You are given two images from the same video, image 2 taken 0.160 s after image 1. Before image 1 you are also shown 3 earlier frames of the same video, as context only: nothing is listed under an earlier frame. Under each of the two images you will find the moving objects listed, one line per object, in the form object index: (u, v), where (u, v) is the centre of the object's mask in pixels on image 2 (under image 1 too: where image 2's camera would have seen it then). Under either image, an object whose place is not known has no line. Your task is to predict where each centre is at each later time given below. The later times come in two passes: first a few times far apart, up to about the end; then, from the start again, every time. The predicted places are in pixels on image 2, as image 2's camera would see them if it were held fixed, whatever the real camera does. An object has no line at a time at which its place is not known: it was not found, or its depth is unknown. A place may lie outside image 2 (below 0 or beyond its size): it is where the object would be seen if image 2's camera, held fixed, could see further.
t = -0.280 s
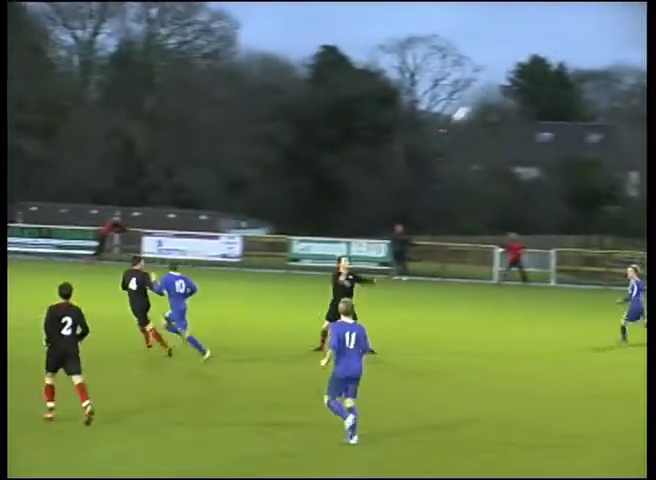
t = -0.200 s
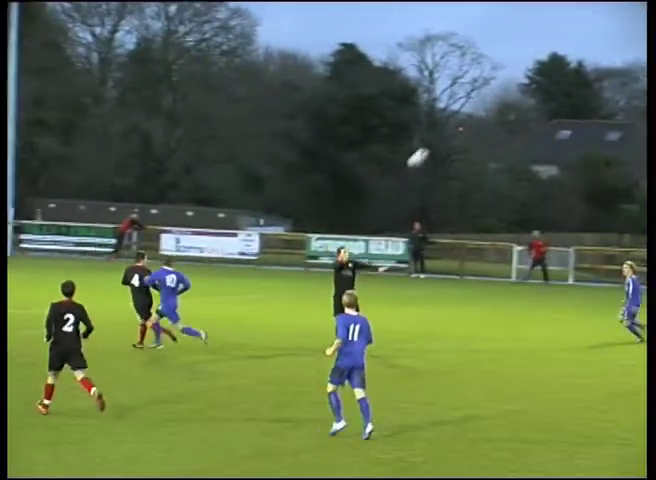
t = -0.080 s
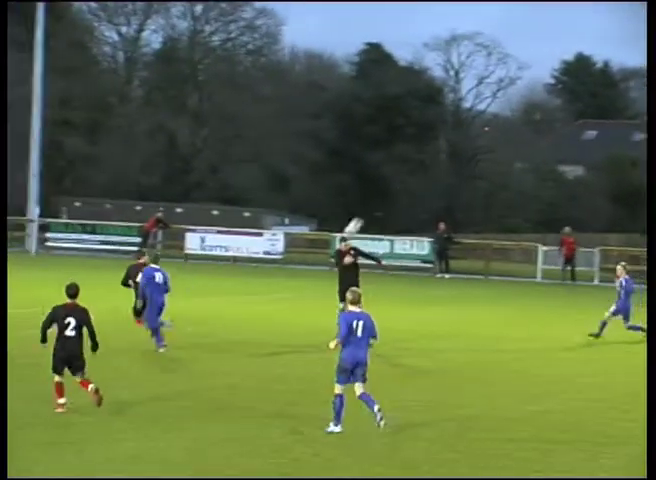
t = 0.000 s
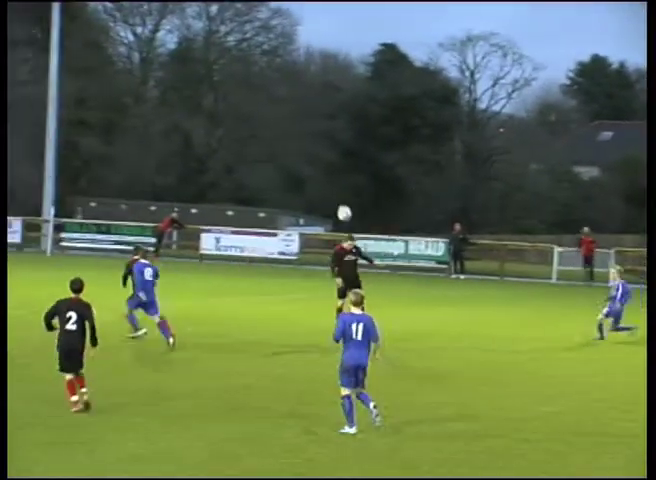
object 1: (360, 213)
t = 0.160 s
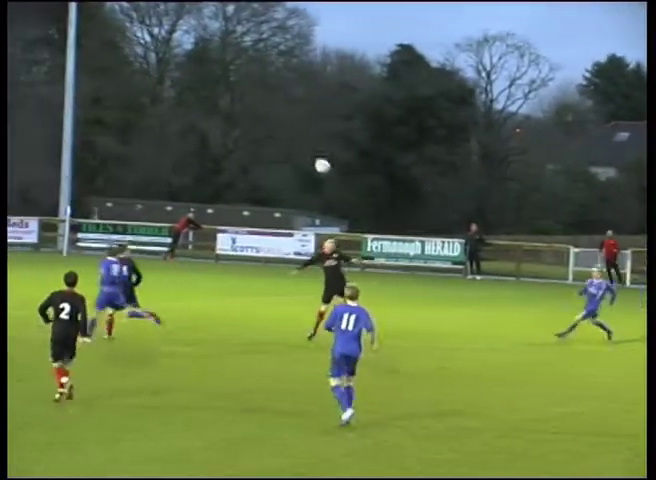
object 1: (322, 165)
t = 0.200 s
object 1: (311, 156)
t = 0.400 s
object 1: (253, 123)
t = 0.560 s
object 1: (204, 117)
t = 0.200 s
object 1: (311, 156)
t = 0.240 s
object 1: (300, 147)
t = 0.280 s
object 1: (289, 140)
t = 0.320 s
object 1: (277, 133)
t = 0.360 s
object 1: (266, 127)
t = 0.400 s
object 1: (253, 123)
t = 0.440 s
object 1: (241, 120)
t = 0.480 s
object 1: (227, 118)
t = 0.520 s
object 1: (213, 117)
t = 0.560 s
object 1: (204, 117)
